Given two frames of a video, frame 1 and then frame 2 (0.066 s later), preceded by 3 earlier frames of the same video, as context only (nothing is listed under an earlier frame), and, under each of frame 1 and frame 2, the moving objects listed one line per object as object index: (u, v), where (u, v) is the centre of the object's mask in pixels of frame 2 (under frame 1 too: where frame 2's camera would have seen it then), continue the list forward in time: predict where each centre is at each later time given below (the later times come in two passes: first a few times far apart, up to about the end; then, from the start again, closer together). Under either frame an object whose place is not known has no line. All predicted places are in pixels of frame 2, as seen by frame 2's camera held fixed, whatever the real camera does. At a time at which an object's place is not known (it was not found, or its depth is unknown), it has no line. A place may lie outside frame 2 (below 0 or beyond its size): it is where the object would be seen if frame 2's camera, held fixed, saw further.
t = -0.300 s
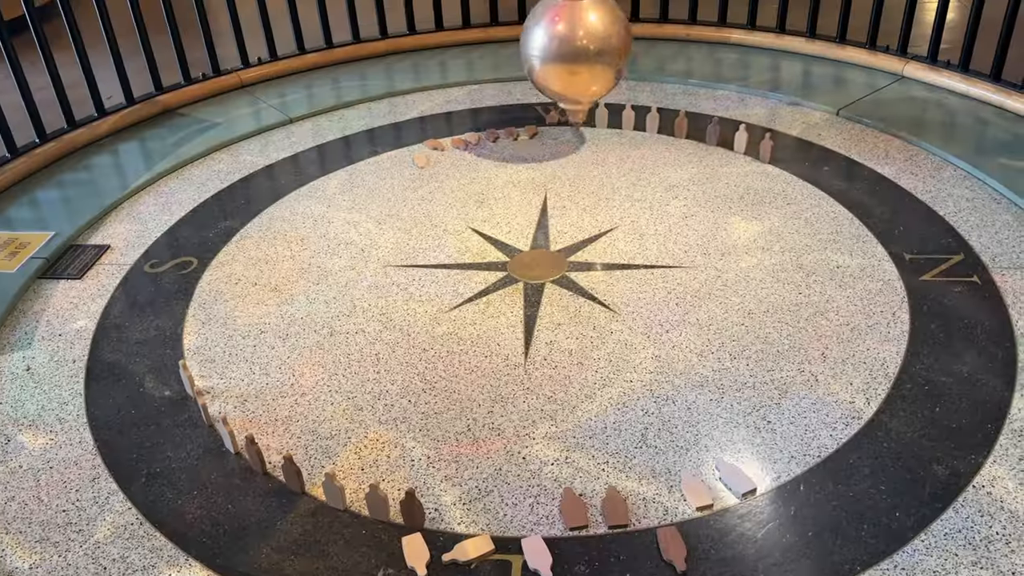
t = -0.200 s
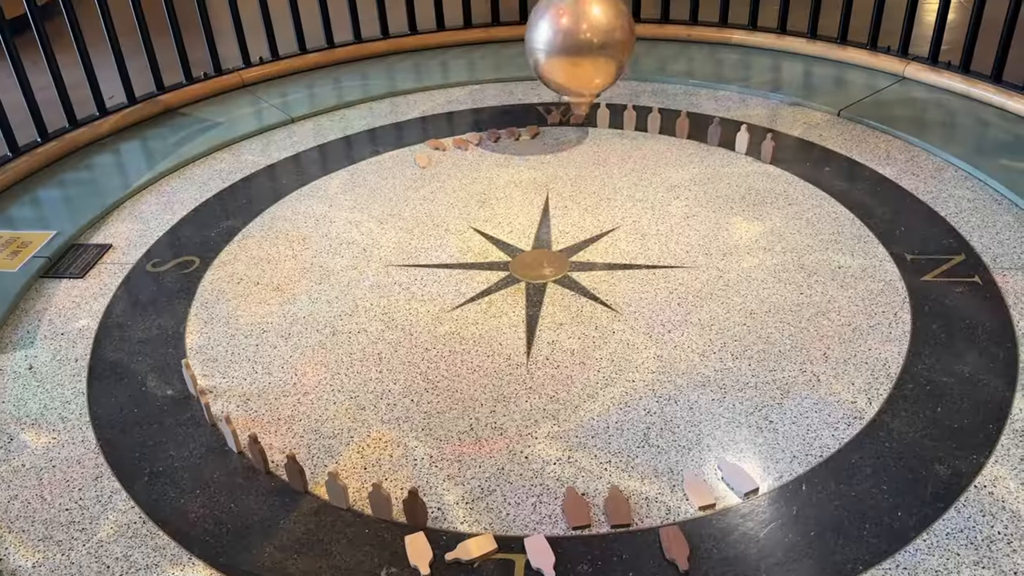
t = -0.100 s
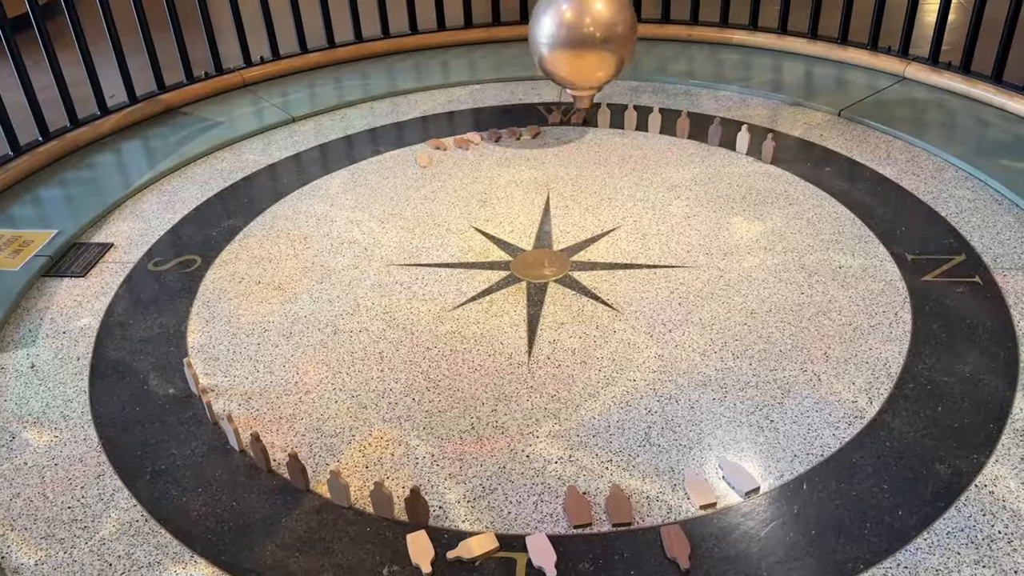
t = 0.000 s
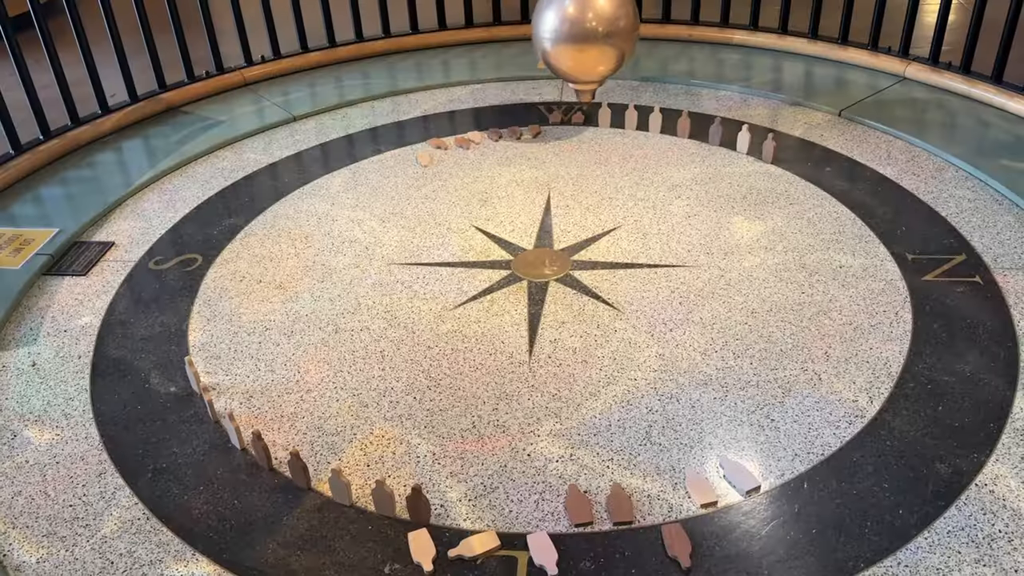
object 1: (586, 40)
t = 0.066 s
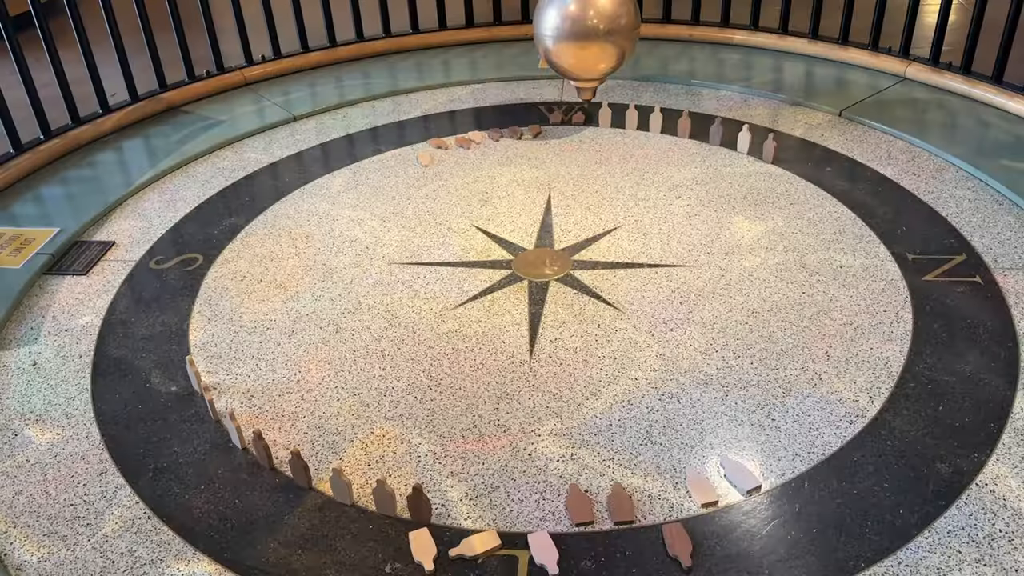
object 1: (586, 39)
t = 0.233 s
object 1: (586, 36)
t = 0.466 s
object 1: (585, 35)
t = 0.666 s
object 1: (584, 34)
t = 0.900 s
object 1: (583, 37)
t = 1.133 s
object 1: (580, 43)
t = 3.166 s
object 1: (478, 304)
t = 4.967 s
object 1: (474, 318)
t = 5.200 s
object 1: (494, 270)
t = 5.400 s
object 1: (510, 232)
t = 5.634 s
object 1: (524, 196)
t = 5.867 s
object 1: (537, 160)
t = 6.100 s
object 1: (550, 126)
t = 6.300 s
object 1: (559, 99)
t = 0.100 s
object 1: (586, 38)
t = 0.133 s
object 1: (586, 38)
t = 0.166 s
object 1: (586, 37)
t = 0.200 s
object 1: (586, 37)
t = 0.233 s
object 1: (586, 36)
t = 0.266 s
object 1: (585, 36)
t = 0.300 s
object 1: (585, 36)
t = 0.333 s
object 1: (585, 36)
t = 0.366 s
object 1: (585, 36)
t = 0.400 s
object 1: (585, 35)
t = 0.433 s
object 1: (585, 35)
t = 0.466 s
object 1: (585, 35)
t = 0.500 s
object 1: (584, 35)
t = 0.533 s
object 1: (584, 35)
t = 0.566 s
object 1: (584, 34)
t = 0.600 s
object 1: (584, 34)
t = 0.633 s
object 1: (584, 34)
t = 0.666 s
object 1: (584, 34)
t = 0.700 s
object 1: (584, 34)
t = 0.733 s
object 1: (584, 34)
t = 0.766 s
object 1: (583, 34)
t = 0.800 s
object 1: (583, 35)
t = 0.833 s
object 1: (583, 36)
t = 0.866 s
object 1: (583, 36)
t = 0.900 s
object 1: (583, 37)
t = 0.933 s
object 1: (582, 38)
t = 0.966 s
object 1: (582, 39)
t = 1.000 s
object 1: (581, 39)
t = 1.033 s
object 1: (581, 40)
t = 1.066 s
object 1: (581, 41)
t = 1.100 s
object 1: (580, 42)
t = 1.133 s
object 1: (580, 43)
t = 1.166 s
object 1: (579, 45)
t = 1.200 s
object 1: (578, 47)
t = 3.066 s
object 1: (486, 283)
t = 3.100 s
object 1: (483, 290)
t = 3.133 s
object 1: (481, 297)
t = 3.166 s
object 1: (478, 304)
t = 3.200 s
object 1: (475, 311)
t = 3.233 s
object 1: (472, 317)
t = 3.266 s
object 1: (469, 325)
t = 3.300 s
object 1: (466, 333)
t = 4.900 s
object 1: (468, 331)
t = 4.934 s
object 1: (471, 323)
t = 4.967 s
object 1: (474, 318)
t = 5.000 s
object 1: (477, 311)
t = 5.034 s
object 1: (480, 303)
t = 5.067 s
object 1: (483, 297)
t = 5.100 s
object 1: (486, 291)
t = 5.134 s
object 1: (488, 284)
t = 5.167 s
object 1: (491, 277)
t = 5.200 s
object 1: (494, 270)
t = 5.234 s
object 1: (497, 264)
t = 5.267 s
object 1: (499, 257)
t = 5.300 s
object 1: (502, 251)
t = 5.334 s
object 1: (505, 243)
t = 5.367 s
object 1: (508, 237)
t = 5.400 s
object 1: (510, 232)
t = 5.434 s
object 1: (512, 227)
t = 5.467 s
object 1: (514, 221)
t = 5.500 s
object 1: (516, 216)
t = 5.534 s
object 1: (518, 210)
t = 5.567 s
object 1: (520, 206)
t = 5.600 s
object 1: (523, 200)
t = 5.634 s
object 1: (524, 196)
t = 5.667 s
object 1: (526, 192)
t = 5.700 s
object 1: (528, 187)
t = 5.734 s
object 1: (529, 179)
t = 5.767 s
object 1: (531, 174)
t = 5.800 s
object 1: (533, 169)
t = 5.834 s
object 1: (535, 164)
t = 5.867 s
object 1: (537, 160)
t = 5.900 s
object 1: (539, 156)
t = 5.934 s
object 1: (541, 151)
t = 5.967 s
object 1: (543, 146)
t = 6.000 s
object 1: (544, 141)
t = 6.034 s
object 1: (546, 136)
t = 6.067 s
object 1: (548, 132)
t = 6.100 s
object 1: (550, 126)
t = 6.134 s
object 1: (551, 121)
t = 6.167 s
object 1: (553, 117)
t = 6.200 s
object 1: (555, 112)
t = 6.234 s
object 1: (556, 108)
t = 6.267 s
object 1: (558, 104)
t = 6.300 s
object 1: (559, 99)
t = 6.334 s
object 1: (560, 99)
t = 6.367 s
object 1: (562, 93)
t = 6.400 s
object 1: (565, 85)
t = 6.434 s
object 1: (566, 81)
